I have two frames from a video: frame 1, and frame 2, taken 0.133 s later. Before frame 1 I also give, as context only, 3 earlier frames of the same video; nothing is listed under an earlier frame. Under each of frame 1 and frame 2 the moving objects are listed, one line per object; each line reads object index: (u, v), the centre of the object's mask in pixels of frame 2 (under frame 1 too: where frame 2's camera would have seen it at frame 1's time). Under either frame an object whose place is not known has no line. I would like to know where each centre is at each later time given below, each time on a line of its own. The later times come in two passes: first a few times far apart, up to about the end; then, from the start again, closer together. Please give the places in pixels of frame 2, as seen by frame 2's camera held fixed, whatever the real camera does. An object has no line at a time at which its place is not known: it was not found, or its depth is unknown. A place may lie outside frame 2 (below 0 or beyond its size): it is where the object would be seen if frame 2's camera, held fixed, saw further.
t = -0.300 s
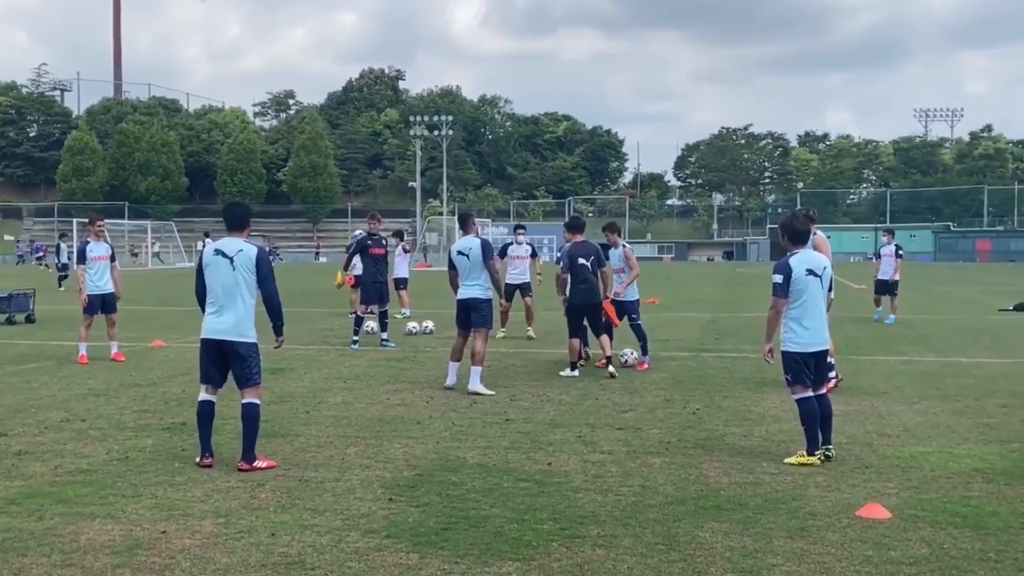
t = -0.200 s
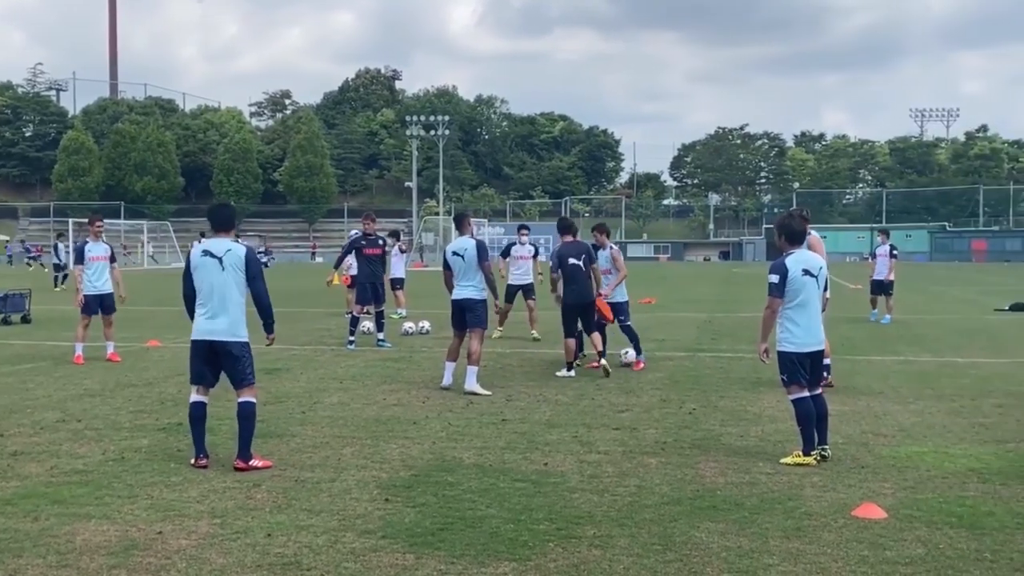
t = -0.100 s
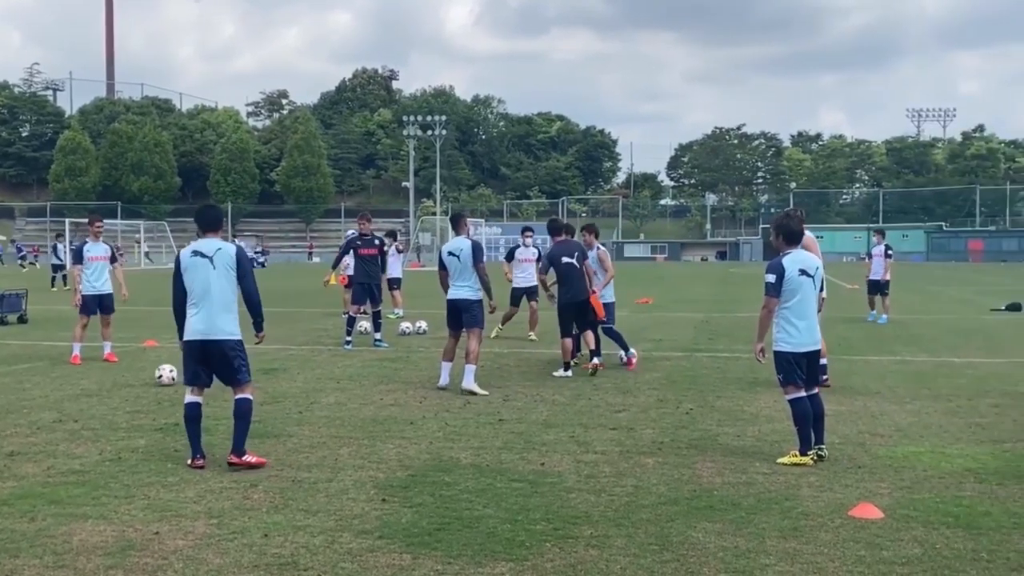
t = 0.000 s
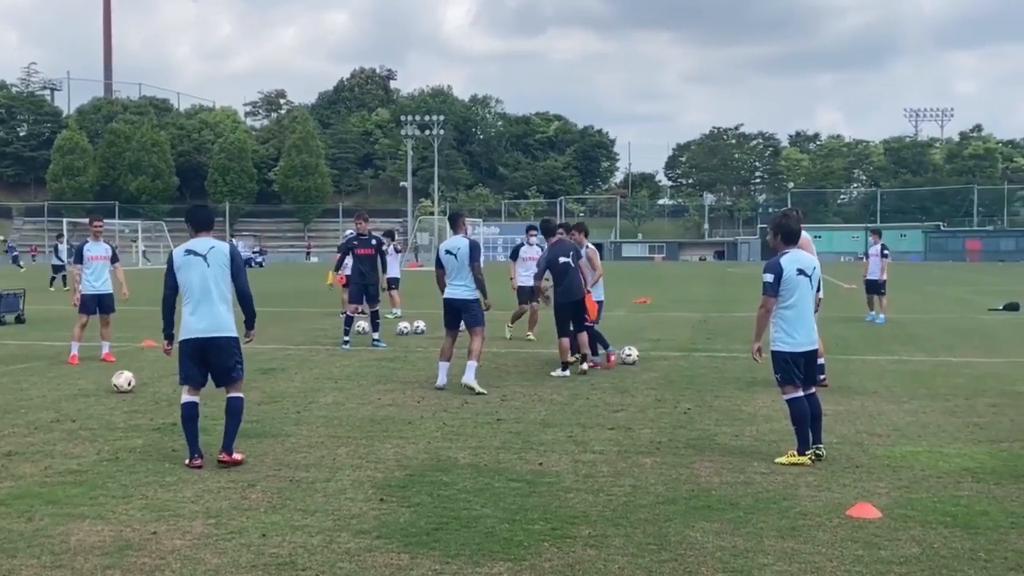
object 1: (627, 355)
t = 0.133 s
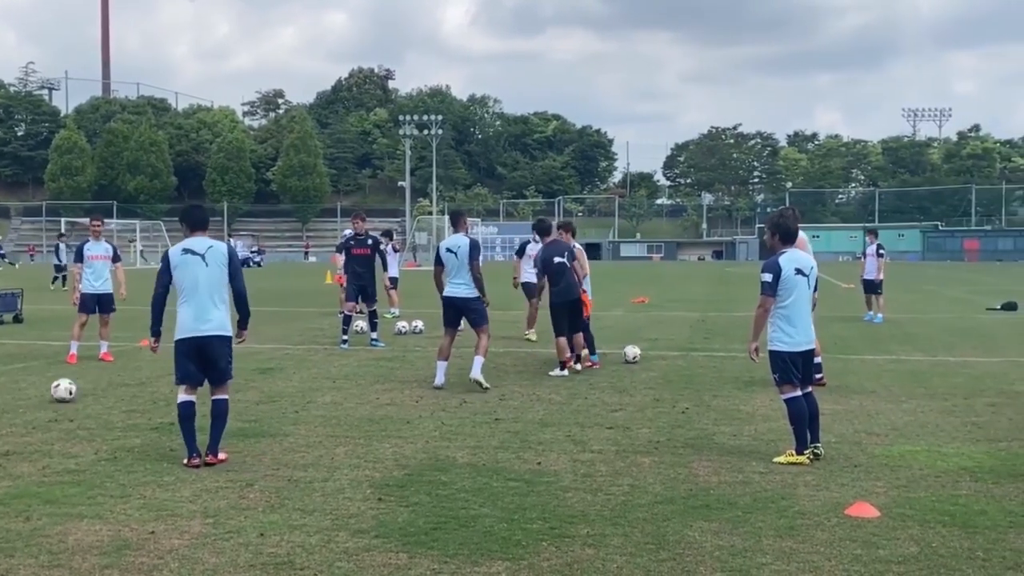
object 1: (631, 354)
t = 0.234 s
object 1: (634, 353)
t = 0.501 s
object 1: (641, 352)
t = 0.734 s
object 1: (646, 351)
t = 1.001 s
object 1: (651, 350)
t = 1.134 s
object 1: (653, 350)
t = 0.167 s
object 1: (632, 354)
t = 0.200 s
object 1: (633, 354)
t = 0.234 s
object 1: (634, 353)
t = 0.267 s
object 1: (635, 353)
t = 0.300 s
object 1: (636, 353)
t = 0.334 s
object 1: (638, 353)
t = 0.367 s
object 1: (639, 353)
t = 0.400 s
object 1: (639, 353)
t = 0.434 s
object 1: (640, 352)
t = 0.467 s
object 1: (641, 352)
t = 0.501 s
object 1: (641, 352)
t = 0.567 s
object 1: (642, 352)
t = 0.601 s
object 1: (643, 352)
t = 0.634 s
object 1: (644, 352)
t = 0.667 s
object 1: (644, 351)
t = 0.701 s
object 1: (645, 351)
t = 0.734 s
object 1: (646, 351)
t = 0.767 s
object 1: (646, 351)
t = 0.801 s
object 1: (647, 351)
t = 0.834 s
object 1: (648, 351)
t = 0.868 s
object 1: (648, 351)
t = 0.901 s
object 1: (649, 351)
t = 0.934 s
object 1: (650, 350)
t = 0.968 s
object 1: (650, 350)
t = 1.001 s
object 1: (651, 350)
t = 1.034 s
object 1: (651, 350)
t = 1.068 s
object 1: (652, 350)
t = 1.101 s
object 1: (653, 350)
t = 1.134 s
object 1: (653, 350)
